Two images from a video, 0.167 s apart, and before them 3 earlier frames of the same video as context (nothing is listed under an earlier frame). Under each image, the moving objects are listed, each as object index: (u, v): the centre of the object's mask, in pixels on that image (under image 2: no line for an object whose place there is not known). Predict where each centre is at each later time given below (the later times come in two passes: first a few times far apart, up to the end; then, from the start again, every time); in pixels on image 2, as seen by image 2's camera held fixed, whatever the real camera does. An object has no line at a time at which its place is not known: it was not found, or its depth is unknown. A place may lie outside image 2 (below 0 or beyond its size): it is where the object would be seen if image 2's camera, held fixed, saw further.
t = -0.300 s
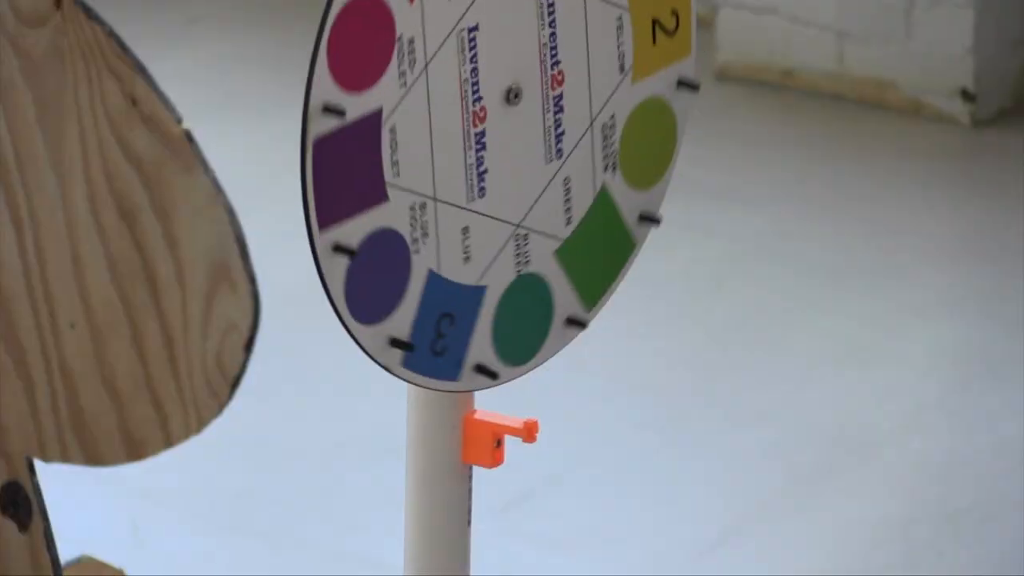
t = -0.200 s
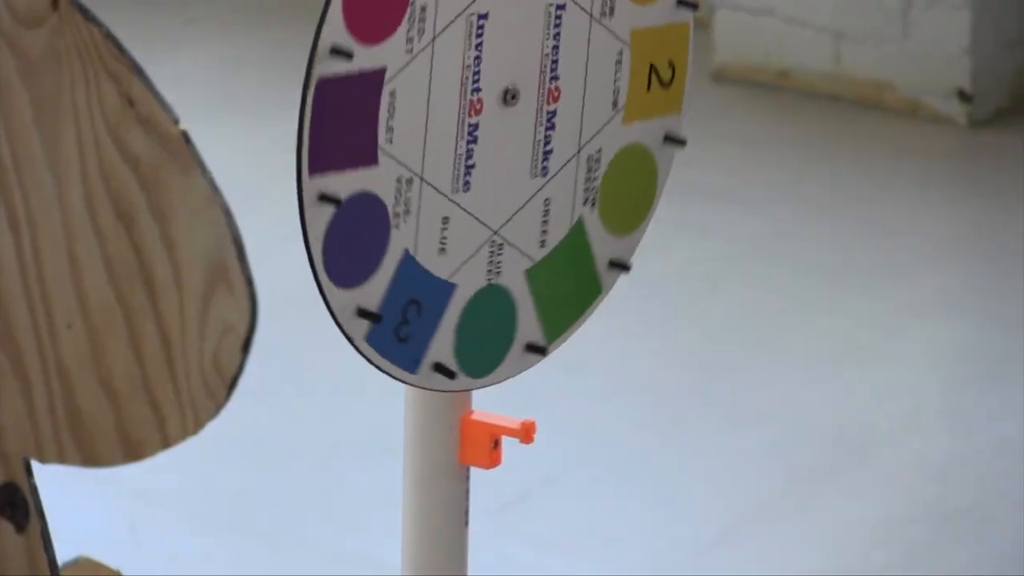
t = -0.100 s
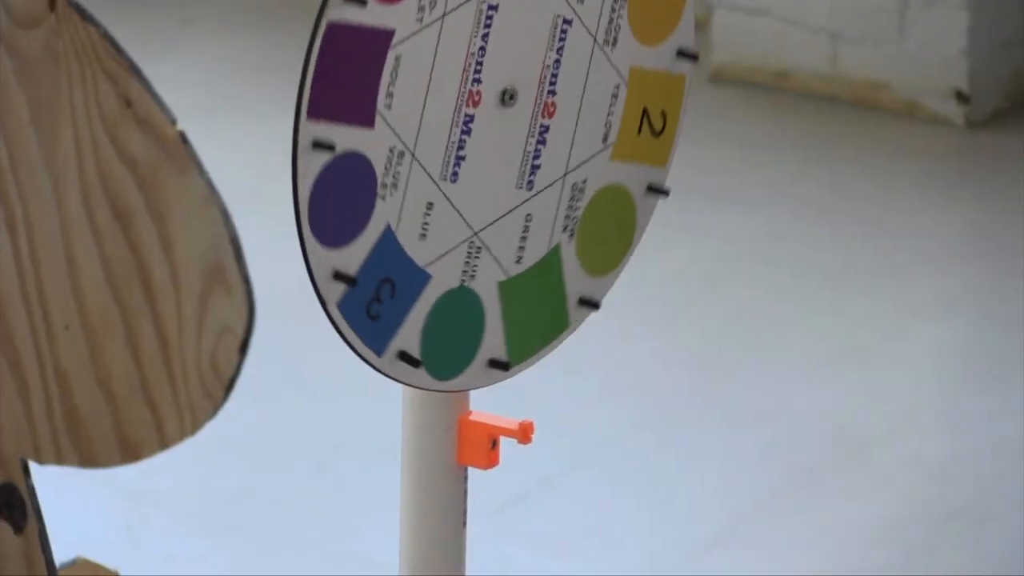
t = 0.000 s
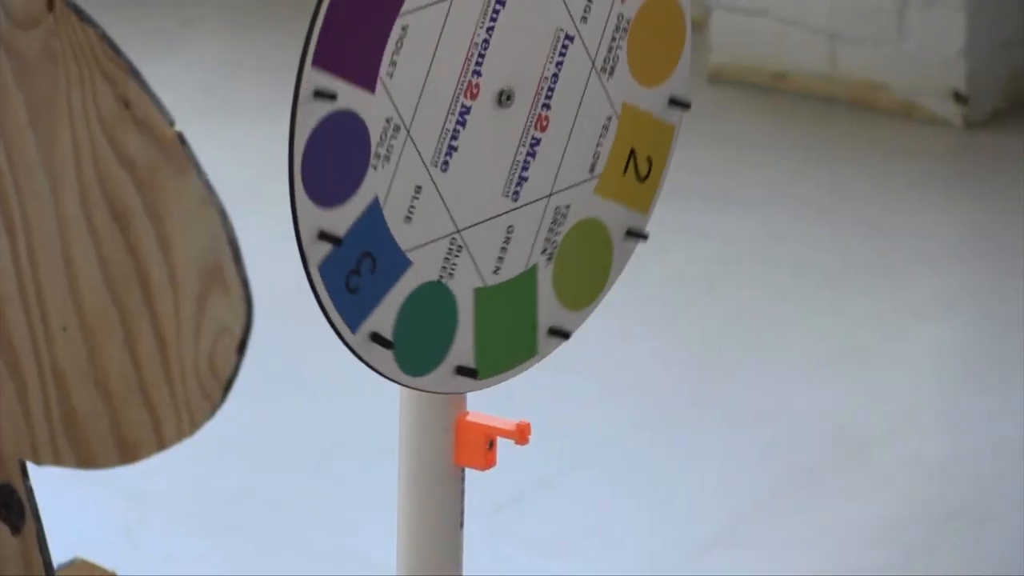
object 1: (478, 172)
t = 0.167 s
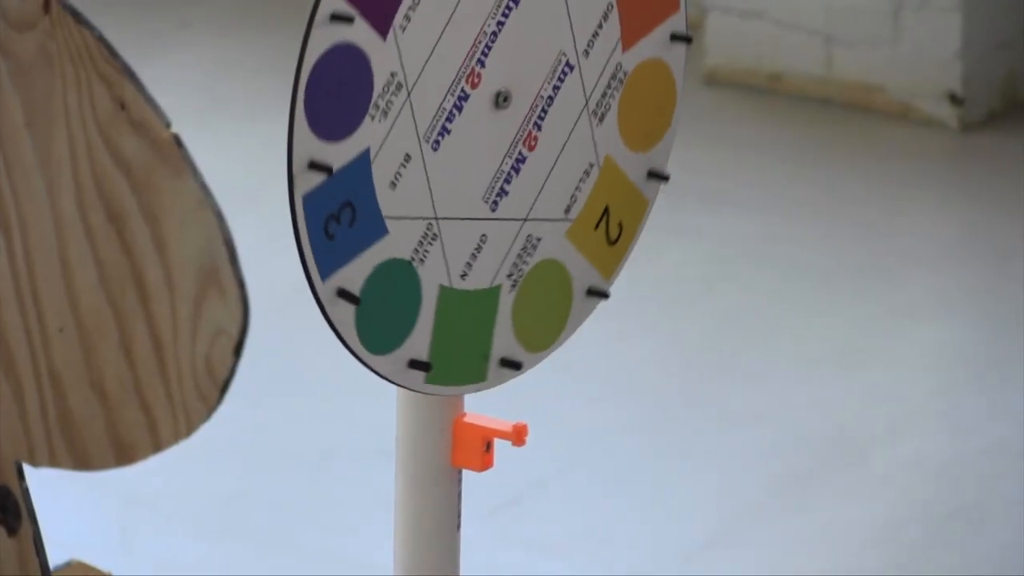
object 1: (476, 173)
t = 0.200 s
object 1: (476, 173)
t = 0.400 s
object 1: (476, 170)
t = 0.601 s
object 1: (476, 168)
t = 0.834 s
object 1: (477, 166)
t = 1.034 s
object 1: (477, 164)
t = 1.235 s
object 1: (478, 163)
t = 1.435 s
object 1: (478, 161)
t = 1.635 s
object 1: (478, 159)
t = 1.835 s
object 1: (478, 158)
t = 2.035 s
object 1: (478, 155)
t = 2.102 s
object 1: (478, 155)
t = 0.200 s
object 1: (476, 173)
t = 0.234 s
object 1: (476, 172)
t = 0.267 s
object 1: (475, 172)
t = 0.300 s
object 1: (475, 172)
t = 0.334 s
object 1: (475, 171)
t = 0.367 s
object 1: (475, 171)
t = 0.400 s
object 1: (476, 170)
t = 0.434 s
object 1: (475, 170)
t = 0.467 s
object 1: (476, 169)
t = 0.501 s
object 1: (476, 169)
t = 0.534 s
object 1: (476, 169)
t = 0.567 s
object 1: (476, 169)
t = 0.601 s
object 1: (476, 168)
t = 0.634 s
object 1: (476, 168)
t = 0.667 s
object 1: (476, 167)
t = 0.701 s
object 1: (476, 167)
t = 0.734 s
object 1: (477, 167)
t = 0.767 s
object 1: (477, 167)
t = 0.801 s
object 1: (476, 167)
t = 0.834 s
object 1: (477, 166)
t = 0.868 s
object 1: (477, 166)
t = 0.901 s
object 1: (477, 165)
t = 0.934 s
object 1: (477, 165)
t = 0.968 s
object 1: (477, 165)
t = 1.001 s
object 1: (477, 165)
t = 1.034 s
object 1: (477, 164)
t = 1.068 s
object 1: (477, 164)
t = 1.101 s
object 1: (477, 164)
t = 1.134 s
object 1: (477, 164)
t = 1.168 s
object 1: (477, 163)
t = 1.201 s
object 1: (478, 163)
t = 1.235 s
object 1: (478, 163)
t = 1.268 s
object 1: (478, 163)
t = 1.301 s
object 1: (477, 162)
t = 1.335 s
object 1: (477, 162)
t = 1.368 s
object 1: (477, 162)
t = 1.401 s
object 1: (477, 161)
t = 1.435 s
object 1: (478, 161)
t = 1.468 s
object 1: (478, 161)
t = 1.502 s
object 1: (478, 160)
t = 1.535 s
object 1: (478, 160)
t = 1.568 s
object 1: (478, 160)
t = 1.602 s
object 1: (478, 160)
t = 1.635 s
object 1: (478, 159)
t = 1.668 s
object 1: (478, 159)
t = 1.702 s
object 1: (478, 159)
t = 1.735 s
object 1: (478, 158)
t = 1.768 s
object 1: (478, 158)
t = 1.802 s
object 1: (478, 158)
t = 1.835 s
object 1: (478, 158)
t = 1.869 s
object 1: (478, 157)
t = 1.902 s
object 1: (478, 157)
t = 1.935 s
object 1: (478, 157)
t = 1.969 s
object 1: (478, 156)
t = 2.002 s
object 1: (478, 156)
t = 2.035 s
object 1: (478, 155)
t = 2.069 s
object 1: (478, 155)
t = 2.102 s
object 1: (478, 155)
